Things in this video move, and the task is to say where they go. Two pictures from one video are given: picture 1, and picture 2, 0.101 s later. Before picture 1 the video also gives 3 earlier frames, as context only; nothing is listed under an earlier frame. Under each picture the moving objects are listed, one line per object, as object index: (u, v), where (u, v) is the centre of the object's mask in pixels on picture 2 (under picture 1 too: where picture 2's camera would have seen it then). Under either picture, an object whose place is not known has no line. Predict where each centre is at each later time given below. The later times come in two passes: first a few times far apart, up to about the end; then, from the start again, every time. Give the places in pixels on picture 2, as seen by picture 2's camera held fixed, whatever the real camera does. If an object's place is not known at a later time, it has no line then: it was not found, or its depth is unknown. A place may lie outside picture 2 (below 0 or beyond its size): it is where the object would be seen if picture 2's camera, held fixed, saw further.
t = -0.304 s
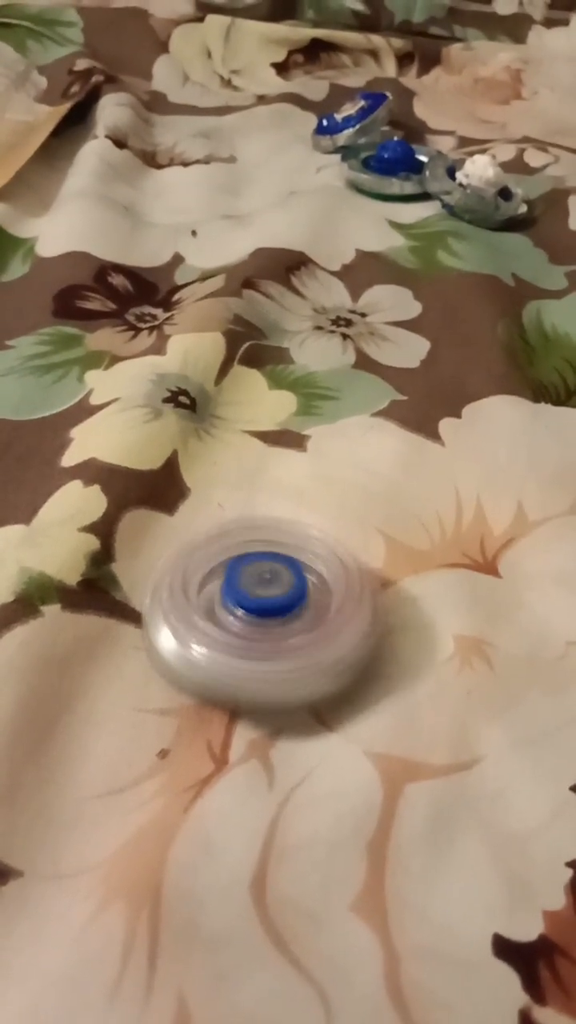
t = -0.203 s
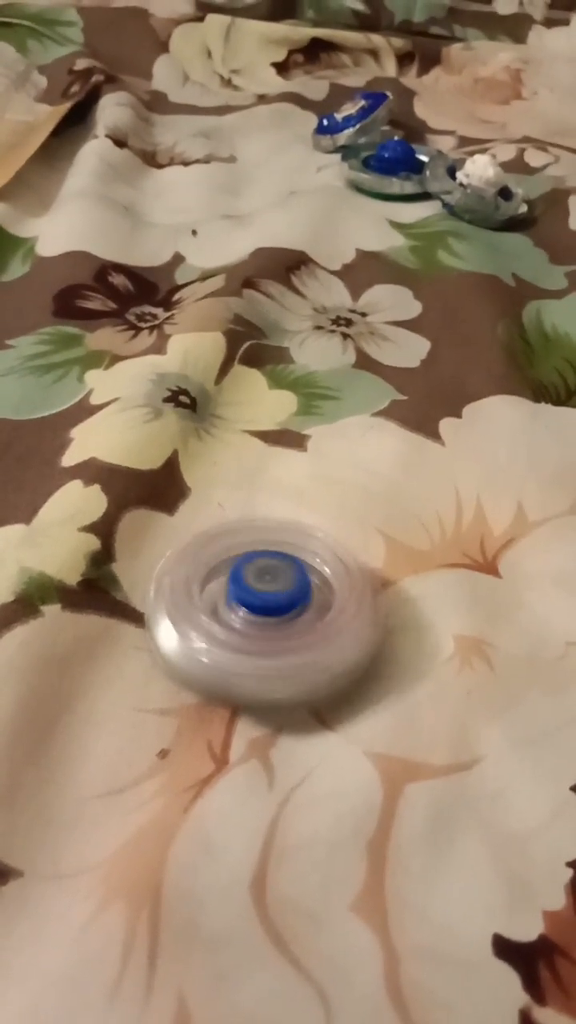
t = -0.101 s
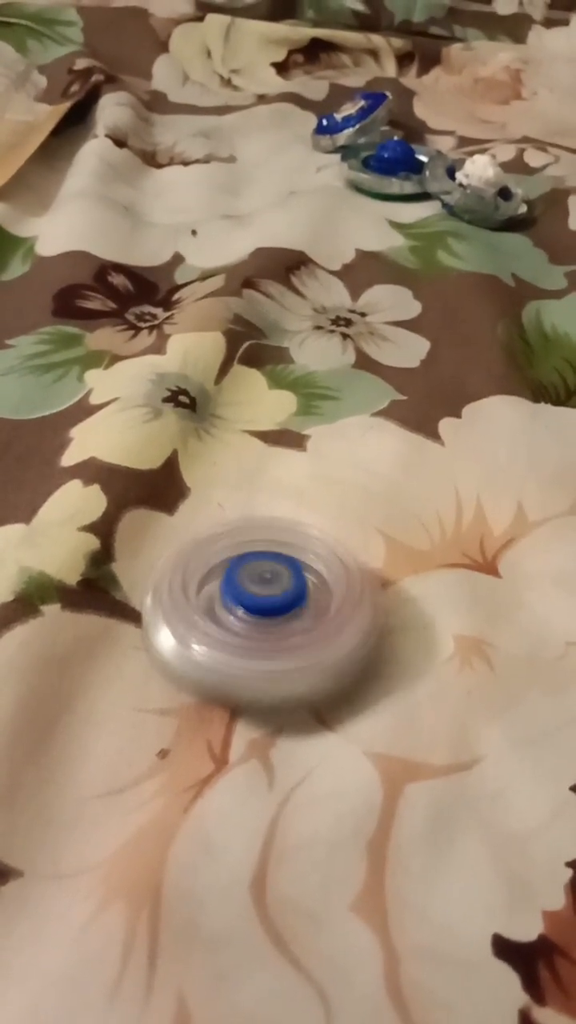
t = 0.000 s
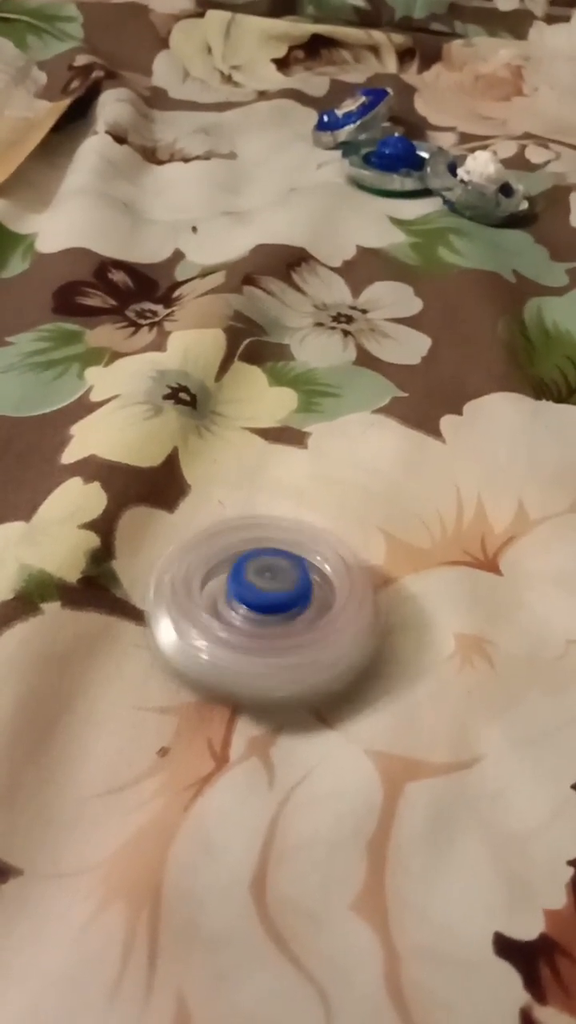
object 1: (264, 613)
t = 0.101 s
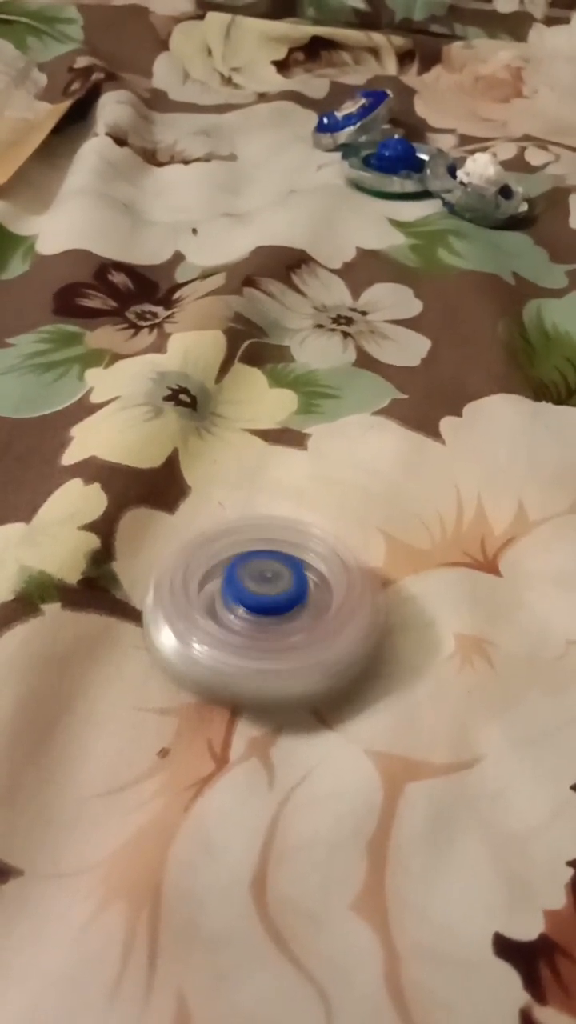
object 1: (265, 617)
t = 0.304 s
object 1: (265, 615)
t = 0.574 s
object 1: (265, 616)
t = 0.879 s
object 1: (264, 615)
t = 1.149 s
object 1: (264, 617)
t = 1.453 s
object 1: (264, 616)
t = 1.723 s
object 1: (264, 613)
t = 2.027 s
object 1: (263, 613)
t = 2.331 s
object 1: (265, 616)
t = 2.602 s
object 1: (263, 614)
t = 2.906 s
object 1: (265, 614)
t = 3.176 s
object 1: (265, 614)
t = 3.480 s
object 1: (265, 618)
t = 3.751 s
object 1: (265, 617)
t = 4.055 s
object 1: (264, 618)
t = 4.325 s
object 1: (265, 614)
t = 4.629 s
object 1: (265, 614)
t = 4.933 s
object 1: (264, 614)
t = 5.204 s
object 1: (265, 617)
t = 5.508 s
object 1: (265, 614)
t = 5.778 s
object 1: (264, 618)
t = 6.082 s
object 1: (263, 613)
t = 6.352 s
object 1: (264, 612)
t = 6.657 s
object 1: (265, 619)
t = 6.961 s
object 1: (262, 613)
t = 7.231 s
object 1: (263, 614)
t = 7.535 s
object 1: (265, 614)
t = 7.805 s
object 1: (262, 614)
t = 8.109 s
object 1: (257, 621)
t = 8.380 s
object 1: (268, 612)
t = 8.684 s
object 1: (255, 640)
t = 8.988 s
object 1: (266, 640)
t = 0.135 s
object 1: (264, 613)
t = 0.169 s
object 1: (264, 614)
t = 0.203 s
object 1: (265, 614)
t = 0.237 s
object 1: (265, 614)
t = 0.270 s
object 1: (265, 614)
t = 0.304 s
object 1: (265, 615)
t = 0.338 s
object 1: (265, 614)
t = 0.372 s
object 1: (263, 615)
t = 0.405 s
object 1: (265, 614)
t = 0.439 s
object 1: (264, 616)
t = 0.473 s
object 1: (265, 613)
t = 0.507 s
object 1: (263, 615)
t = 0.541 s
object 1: (265, 613)
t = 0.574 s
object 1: (265, 616)
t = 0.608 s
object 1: (265, 614)
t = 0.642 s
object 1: (264, 616)
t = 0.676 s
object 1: (263, 614)
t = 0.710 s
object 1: (265, 617)
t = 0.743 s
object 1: (264, 614)
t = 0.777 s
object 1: (265, 616)
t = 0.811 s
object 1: (264, 615)
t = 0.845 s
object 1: (265, 616)
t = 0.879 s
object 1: (264, 615)
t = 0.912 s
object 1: (265, 615)
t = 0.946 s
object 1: (264, 616)
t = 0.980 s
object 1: (265, 615)
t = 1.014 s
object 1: (264, 615)
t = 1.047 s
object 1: (265, 614)
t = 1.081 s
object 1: (264, 615)
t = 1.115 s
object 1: (264, 613)
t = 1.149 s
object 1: (264, 617)
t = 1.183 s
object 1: (264, 615)
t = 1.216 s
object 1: (265, 615)
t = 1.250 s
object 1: (263, 615)
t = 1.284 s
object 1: (265, 616)
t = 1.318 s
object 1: (263, 614)
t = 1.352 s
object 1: (264, 613)
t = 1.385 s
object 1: (264, 615)
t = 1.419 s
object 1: (266, 613)
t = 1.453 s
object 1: (264, 616)
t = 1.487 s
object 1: (264, 613)
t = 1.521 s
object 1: (265, 616)
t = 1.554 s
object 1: (265, 615)
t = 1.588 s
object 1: (265, 616)
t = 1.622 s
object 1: (264, 615)
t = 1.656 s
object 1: (264, 613)
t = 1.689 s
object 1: (264, 616)
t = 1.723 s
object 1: (264, 613)
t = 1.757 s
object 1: (264, 614)
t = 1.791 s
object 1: (264, 613)
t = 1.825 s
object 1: (264, 615)
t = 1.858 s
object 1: (263, 614)
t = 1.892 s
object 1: (265, 614)
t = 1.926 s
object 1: (264, 615)
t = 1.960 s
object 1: (265, 614)
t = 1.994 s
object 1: (264, 616)
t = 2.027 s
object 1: (263, 613)
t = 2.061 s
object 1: (264, 614)
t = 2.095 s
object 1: (264, 614)
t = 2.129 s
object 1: (265, 614)
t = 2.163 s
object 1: (265, 616)
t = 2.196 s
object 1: (264, 612)
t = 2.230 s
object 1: (265, 614)
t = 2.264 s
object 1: (264, 614)
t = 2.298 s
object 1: (265, 613)
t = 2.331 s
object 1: (265, 616)
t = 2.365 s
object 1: (265, 613)
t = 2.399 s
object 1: (266, 615)
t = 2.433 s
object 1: (264, 614)
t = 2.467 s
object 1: (265, 615)
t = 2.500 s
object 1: (264, 616)
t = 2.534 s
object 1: (264, 612)
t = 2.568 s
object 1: (265, 616)
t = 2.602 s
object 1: (263, 614)
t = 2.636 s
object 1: (265, 613)
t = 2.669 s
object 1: (264, 618)
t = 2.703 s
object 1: (264, 613)
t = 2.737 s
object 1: (265, 614)
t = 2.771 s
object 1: (263, 614)
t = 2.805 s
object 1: (265, 612)
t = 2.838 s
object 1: (264, 618)
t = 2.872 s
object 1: (264, 615)
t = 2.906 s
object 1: (265, 614)
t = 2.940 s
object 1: (264, 616)
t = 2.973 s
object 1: (264, 612)
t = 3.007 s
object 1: (265, 617)
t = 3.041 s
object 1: (263, 614)
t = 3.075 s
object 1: (265, 613)
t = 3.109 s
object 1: (264, 618)
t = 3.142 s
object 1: (264, 614)
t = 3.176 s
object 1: (265, 614)
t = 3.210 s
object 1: (265, 618)
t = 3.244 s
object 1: (265, 614)
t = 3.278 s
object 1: (266, 616)
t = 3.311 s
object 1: (264, 614)
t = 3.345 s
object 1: (265, 613)
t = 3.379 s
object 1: (264, 618)
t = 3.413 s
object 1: (263, 613)
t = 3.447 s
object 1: (265, 615)
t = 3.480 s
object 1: (265, 618)
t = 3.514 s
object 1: (263, 615)
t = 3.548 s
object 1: (265, 614)
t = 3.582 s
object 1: (264, 617)
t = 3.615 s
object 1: (265, 613)
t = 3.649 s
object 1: (266, 616)
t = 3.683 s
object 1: (263, 615)
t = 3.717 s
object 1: (265, 614)
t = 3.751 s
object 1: (265, 617)
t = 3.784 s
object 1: (262, 614)
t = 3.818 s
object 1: (265, 613)
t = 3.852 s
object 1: (264, 618)
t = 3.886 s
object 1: (262, 614)
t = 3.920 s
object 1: (265, 614)
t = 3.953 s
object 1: (264, 617)
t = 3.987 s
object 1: (263, 614)
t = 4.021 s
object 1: (265, 613)
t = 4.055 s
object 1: (264, 618)
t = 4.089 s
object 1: (263, 614)
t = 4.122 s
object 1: (264, 613)
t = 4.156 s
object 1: (265, 618)
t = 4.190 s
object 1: (264, 615)
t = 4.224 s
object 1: (265, 614)
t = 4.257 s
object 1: (264, 618)
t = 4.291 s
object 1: (264, 615)
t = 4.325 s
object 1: (265, 614)
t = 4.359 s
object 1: (265, 618)
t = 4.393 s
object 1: (263, 614)
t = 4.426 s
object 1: (264, 613)
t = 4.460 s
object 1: (265, 618)
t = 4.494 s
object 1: (263, 616)
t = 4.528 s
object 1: (266, 614)
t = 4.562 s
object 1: (264, 618)
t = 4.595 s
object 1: (264, 617)
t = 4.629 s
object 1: (265, 614)
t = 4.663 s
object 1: (265, 618)
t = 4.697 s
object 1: (263, 616)
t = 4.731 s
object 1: (264, 612)
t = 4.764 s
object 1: (266, 617)
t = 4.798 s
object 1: (263, 615)
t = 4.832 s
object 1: (264, 613)
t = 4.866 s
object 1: (266, 616)
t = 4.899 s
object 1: (264, 616)
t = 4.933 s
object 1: (264, 614)
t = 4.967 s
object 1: (266, 616)
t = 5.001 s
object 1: (264, 618)
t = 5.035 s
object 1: (263, 615)
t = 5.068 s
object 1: (266, 615)
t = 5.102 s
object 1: (265, 619)
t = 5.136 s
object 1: (263, 616)
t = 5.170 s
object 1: (265, 614)
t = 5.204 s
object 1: (265, 617)
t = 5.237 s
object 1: (264, 617)
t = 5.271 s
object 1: (262, 613)
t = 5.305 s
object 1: (265, 615)
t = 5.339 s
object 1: (264, 618)
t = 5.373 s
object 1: (263, 614)
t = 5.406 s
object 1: (266, 615)
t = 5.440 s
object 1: (265, 618)
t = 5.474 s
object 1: (262, 617)
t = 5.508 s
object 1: (265, 614)
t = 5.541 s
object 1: (265, 617)
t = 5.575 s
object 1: (263, 618)
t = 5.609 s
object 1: (264, 613)
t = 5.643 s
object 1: (265, 613)
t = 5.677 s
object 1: (265, 618)
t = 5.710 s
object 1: (263, 616)
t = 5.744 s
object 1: (265, 614)
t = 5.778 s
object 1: (264, 618)
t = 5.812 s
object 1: (263, 617)
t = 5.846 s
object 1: (263, 613)
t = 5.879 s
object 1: (265, 615)
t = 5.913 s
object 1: (264, 618)
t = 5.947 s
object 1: (263, 615)
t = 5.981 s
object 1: (266, 614)
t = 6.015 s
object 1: (264, 617)
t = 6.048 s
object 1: (262, 616)
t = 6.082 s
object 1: (263, 613)
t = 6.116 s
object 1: (265, 614)
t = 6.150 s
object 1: (266, 619)
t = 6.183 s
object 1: (264, 617)
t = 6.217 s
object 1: (264, 613)
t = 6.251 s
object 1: (266, 616)
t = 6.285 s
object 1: (264, 619)
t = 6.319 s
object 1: (263, 615)
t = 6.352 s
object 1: (264, 612)
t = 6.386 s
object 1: (265, 617)
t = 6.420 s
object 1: (264, 618)
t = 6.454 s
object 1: (263, 614)
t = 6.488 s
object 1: (265, 615)
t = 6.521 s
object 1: (265, 618)
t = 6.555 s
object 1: (263, 615)
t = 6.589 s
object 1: (264, 615)
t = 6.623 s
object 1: (265, 616)
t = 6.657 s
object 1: (265, 619)
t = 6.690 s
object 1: (263, 616)
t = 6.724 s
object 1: (265, 613)
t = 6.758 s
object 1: (266, 615)
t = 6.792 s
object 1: (264, 618)
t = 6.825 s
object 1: (263, 615)
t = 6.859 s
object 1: (265, 612)
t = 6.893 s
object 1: (265, 616)
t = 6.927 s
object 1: (263, 616)
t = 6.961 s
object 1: (262, 613)
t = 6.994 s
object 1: (263, 613)
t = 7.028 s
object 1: (265, 617)
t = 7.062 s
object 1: (265, 617)
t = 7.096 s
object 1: (263, 614)
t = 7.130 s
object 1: (264, 612)
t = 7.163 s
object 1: (264, 617)
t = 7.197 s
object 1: (263, 616)
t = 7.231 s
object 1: (263, 614)
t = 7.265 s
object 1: (263, 613)
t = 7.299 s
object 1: (264, 618)
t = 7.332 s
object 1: (264, 618)
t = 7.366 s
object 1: (263, 615)
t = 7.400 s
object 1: (264, 614)
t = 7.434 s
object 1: (265, 617)
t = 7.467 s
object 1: (263, 619)
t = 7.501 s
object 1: (262, 615)
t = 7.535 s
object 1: (265, 614)
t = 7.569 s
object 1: (265, 616)
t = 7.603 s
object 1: (263, 619)
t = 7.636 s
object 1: (263, 615)
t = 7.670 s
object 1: (264, 613)
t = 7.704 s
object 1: (266, 616)
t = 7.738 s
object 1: (266, 619)
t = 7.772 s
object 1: (263, 617)
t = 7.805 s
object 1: (262, 614)
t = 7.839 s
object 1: (263, 612)
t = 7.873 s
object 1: (263, 615)
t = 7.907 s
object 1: (262, 612)
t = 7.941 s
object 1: (265, 612)
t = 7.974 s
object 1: (268, 612)
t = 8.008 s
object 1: (270, 619)
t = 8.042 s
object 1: (267, 626)
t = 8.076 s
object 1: (260, 625)
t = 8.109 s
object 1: (257, 621)
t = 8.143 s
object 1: (252, 615)
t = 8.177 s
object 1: (252, 608)
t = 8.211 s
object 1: (253, 599)
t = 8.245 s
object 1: (262, 603)
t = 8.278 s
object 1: (264, 607)
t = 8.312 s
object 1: (266, 613)
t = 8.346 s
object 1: (265, 614)
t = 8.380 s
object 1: (268, 612)
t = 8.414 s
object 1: (278, 615)
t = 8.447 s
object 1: (279, 617)
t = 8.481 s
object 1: (273, 622)
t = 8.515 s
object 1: (270, 622)
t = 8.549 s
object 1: (268, 624)
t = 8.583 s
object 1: (268, 625)
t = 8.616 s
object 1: (264, 629)
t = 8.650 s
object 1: (260, 638)
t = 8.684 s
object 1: (255, 640)
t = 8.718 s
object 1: (252, 637)
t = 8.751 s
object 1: (255, 637)
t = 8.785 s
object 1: (259, 638)
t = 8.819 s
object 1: (262, 640)
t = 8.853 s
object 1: (266, 641)
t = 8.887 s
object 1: (270, 642)
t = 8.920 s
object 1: (271, 642)
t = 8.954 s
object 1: (269, 642)
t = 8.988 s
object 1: (266, 640)
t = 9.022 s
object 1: (264, 639)
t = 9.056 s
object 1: (262, 637)
